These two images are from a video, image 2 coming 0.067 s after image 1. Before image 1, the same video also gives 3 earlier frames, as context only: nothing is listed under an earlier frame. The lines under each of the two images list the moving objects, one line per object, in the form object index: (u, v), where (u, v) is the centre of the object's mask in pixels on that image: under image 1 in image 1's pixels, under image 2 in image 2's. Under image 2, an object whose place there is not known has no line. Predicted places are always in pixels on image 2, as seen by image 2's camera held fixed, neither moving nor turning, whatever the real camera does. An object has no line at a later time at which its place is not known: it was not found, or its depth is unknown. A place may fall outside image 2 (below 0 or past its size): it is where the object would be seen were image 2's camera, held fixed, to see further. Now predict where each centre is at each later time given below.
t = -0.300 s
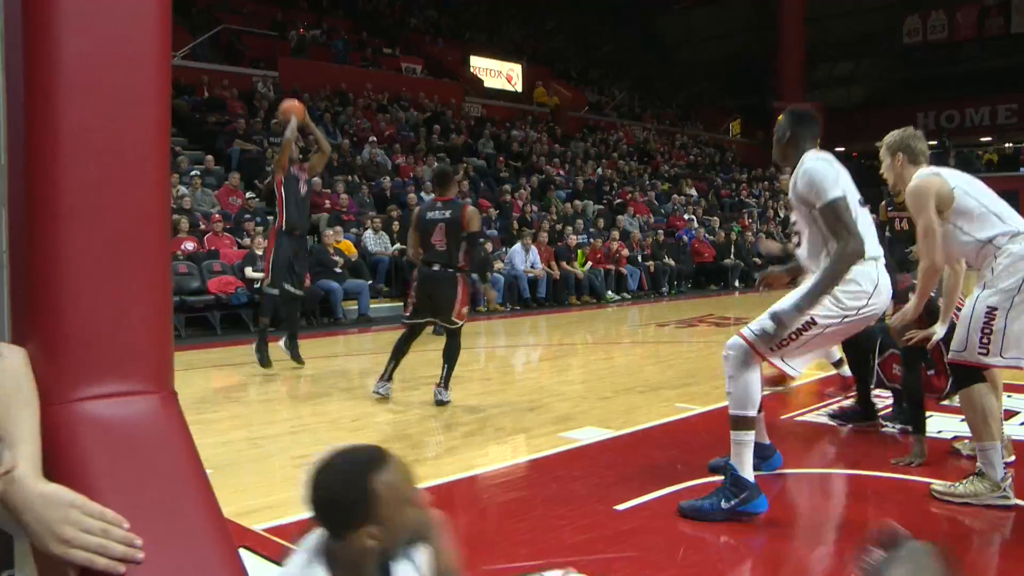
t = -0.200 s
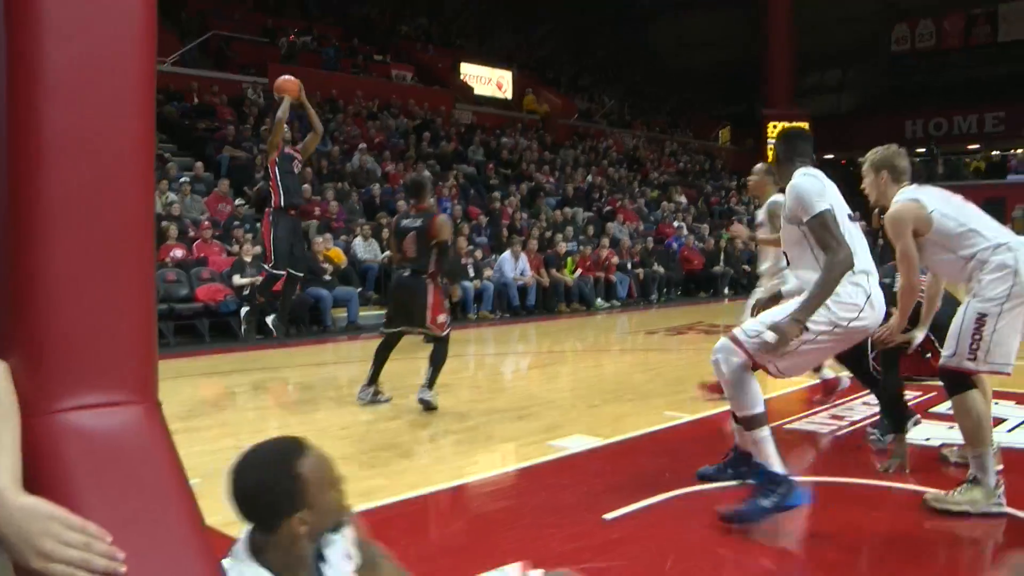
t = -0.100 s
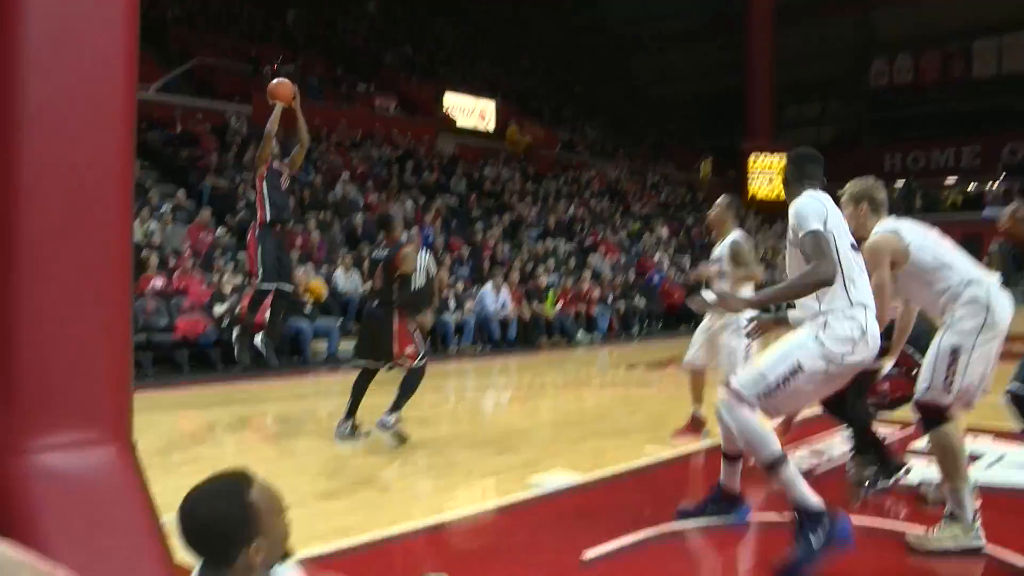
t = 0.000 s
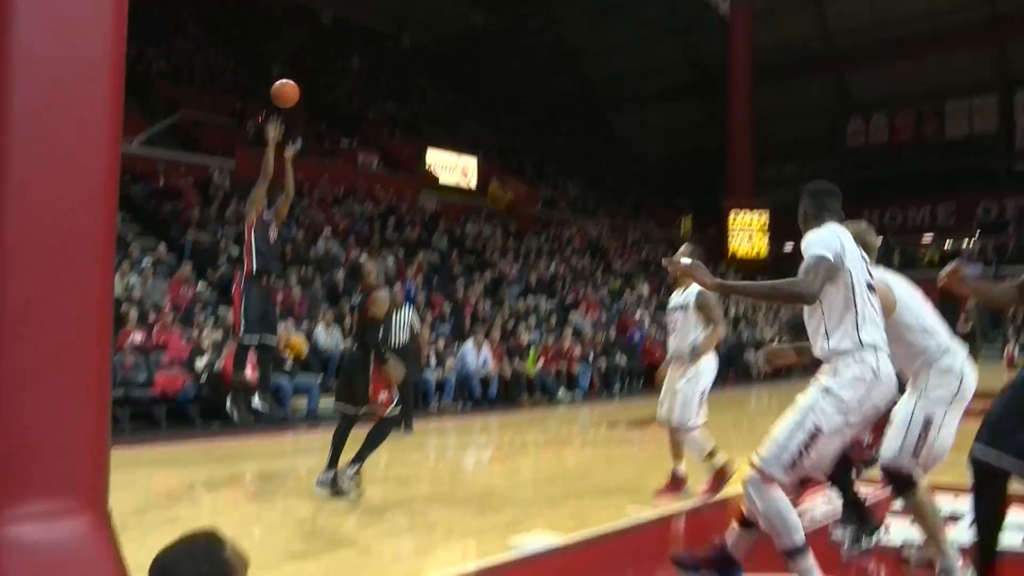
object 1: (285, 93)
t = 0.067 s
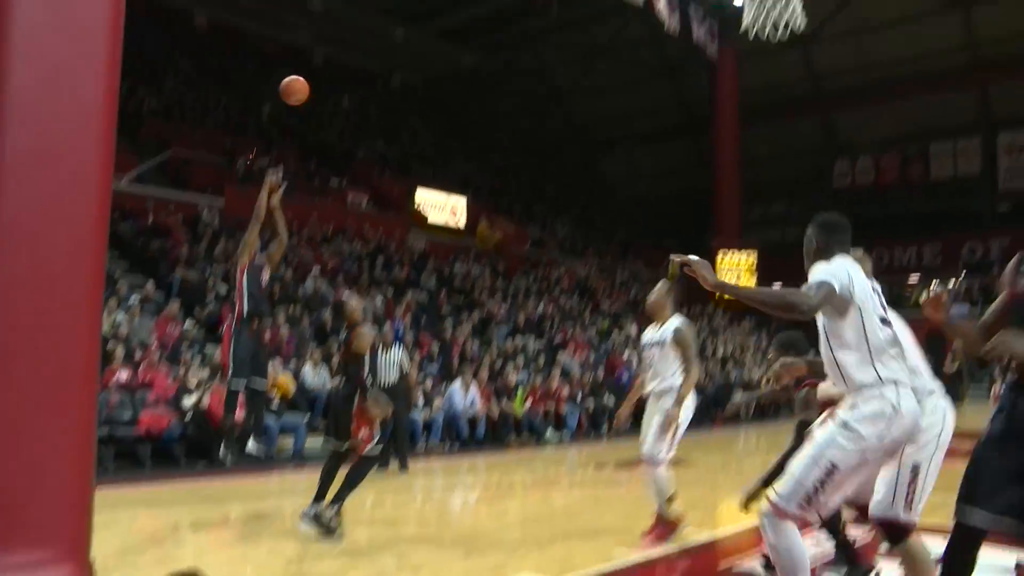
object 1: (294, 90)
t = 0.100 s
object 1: (305, 68)
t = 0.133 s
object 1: (315, 48)
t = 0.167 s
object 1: (326, 28)
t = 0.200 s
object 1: (340, 11)
